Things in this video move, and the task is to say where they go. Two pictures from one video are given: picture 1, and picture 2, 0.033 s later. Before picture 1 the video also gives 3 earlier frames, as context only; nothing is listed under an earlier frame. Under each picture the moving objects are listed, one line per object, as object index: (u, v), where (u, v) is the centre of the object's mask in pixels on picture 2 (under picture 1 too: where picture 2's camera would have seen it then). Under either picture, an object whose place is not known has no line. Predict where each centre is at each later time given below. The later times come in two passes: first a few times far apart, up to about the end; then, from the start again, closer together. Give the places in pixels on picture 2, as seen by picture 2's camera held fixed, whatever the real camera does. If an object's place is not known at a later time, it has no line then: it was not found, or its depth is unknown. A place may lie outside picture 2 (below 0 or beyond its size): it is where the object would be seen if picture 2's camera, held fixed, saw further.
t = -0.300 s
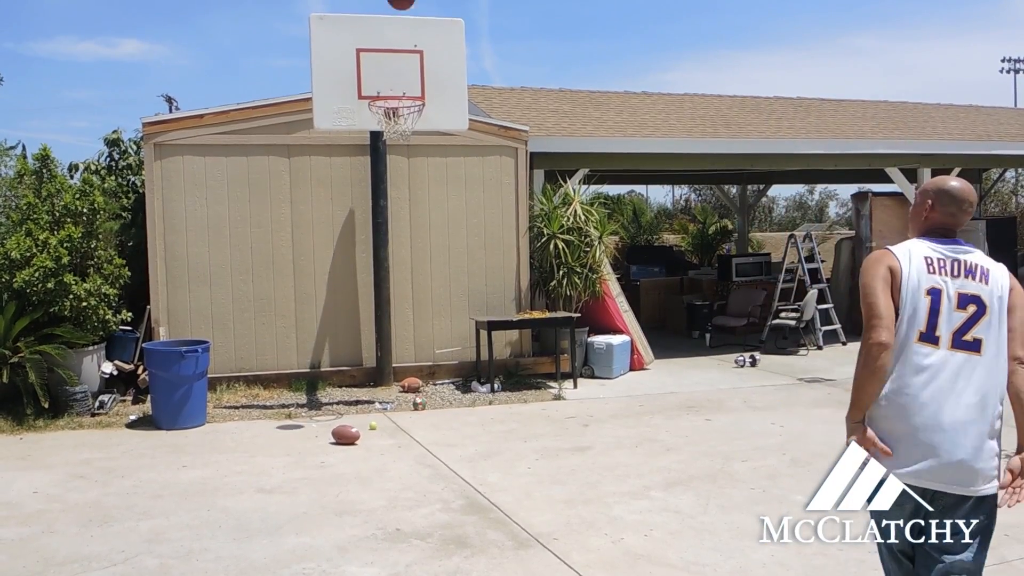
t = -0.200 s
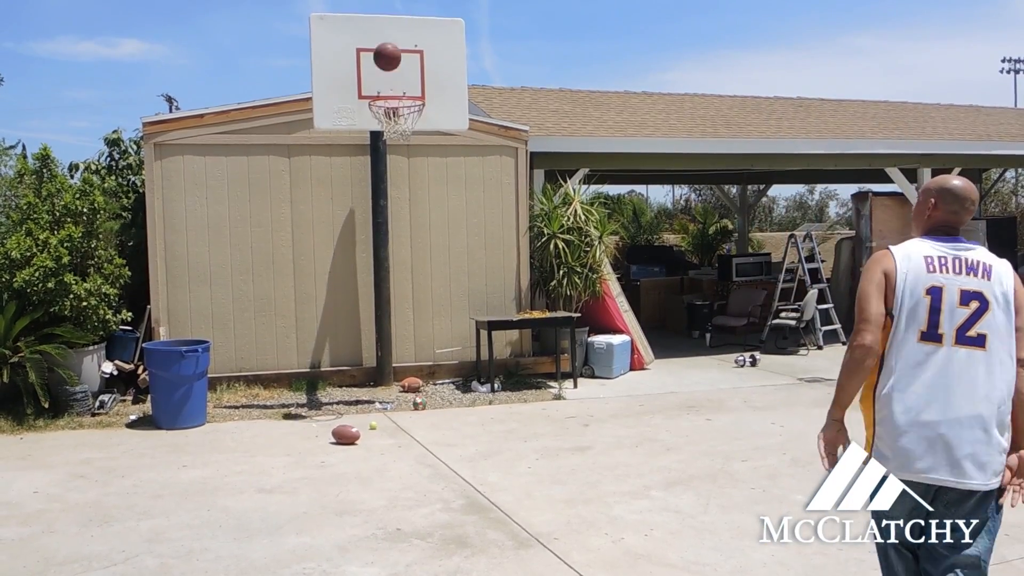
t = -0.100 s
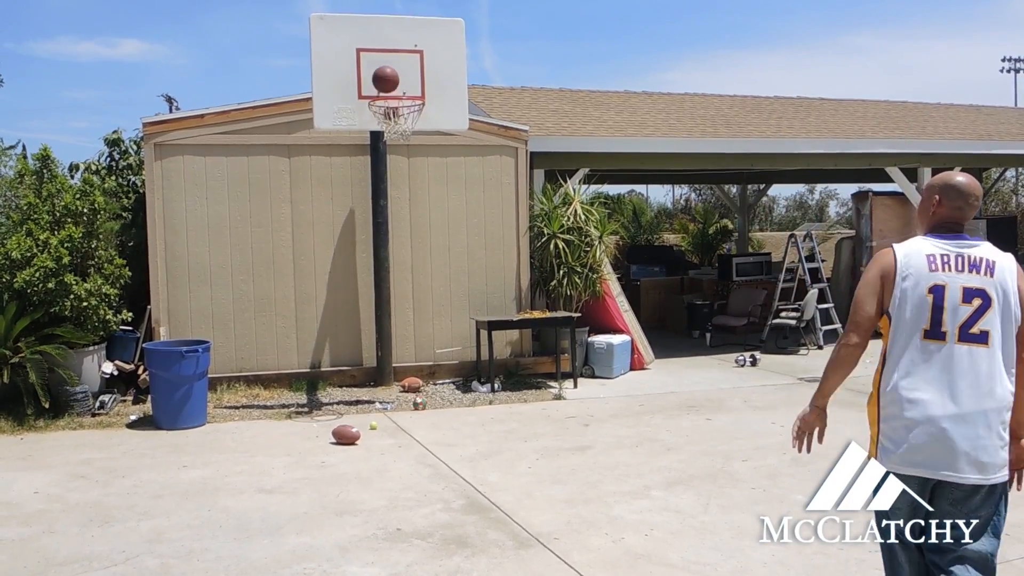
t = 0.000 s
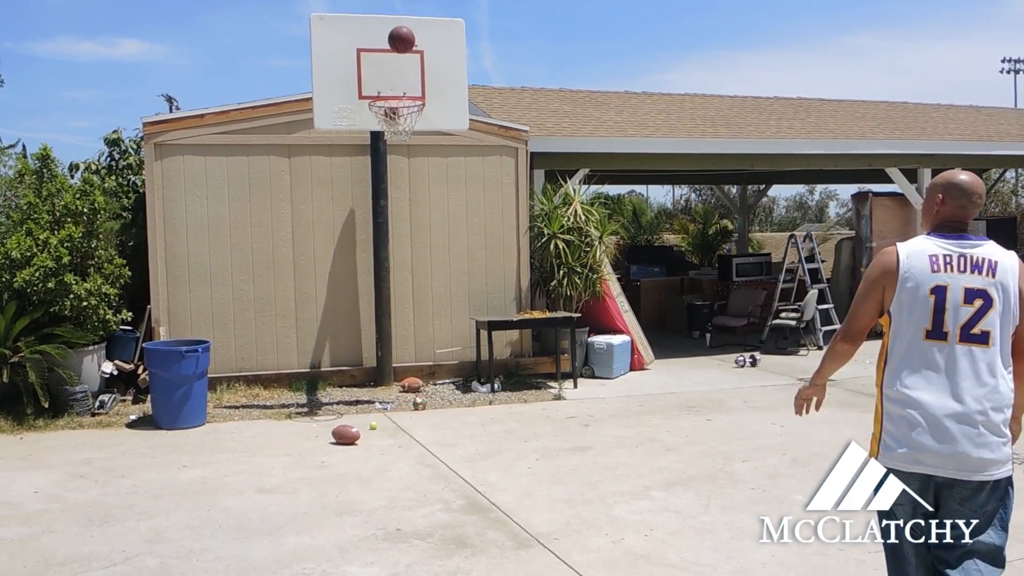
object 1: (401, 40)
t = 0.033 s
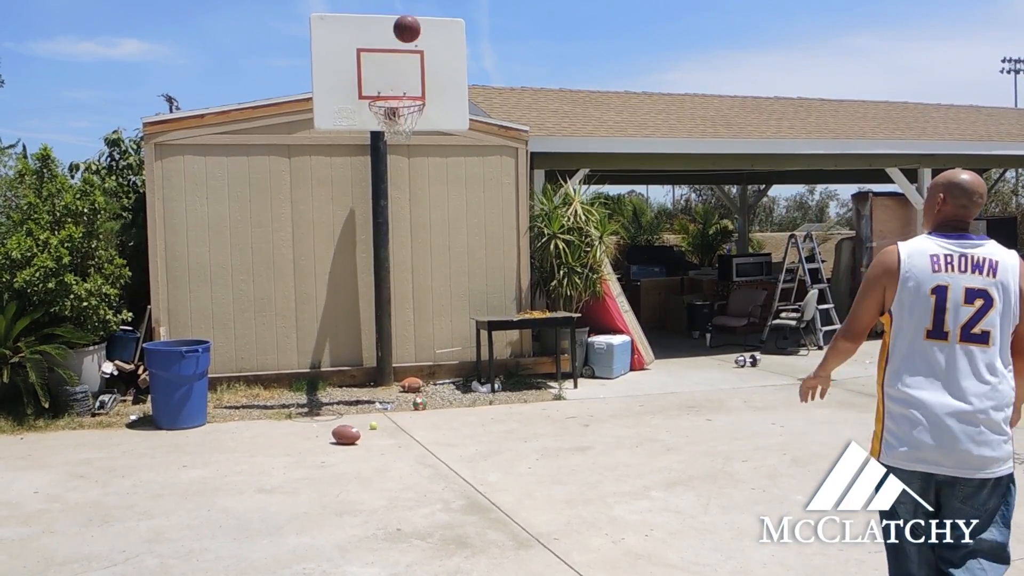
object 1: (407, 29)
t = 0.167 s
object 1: (429, 5)
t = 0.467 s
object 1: (480, 6)
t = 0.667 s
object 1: (516, 61)
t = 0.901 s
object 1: (559, 194)
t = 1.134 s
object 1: (601, 394)
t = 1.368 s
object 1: (630, 290)
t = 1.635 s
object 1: (661, 194)
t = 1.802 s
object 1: (680, 176)
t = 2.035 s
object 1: (707, 206)
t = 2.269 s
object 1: (733, 296)
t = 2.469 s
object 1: (754, 401)
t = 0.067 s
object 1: (412, 19)
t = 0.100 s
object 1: (418, 12)
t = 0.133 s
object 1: (423, 8)
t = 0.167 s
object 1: (429, 5)
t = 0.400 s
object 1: (468, 2)
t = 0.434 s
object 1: (474, 4)
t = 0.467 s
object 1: (480, 6)
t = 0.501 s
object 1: (486, 10)
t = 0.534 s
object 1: (492, 16)
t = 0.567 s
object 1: (498, 25)
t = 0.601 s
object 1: (504, 35)
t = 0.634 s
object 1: (510, 48)
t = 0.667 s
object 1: (516, 61)
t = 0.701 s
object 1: (522, 76)
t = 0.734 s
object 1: (528, 92)
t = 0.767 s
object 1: (535, 110)
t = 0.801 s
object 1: (541, 129)
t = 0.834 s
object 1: (547, 150)
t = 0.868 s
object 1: (553, 171)
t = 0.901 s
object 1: (559, 194)
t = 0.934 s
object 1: (565, 219)
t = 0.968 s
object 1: (571, 244)
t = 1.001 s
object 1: (578, 272)
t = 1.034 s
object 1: (584, 301)
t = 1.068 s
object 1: (589, 330)
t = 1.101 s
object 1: (595, 361)
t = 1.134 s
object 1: (601, 394)
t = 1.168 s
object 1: (606, 418)
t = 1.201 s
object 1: (610, 393)
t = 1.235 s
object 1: (614, 369)
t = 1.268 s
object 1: (618, 347)
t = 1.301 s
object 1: (622, 327)
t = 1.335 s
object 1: (626, 307)
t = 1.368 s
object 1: (630, 290)
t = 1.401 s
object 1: (634, 273)
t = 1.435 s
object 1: (638, 258)
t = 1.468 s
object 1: (642, 244)
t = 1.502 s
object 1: (646, 231)
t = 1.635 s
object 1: (661, 194)
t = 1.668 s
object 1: (665, 187)
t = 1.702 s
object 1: (669, 183)
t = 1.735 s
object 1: (673, 179)
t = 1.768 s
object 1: (677, 177)
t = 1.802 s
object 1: (680, 176)
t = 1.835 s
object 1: (684, 177)
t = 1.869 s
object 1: (688, 178)
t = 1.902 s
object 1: (692, 181)
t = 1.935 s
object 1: (696, 186)
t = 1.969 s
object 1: (700, 191)
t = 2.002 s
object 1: (704, 198)
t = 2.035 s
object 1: (707, 206)
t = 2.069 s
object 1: (711, 214)
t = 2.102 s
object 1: (715, 225)
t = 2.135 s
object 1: (718, 237)
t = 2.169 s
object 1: (722, 250)
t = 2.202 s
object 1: (726, 264)
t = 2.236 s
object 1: (729, 279)
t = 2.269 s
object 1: (733, 296)
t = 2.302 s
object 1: (737, 313)
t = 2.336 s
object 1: (740, 331)
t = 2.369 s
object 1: (744, 351)
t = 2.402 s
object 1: (748, 372)
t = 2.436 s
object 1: (751, 393)
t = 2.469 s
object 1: (754, 401)
